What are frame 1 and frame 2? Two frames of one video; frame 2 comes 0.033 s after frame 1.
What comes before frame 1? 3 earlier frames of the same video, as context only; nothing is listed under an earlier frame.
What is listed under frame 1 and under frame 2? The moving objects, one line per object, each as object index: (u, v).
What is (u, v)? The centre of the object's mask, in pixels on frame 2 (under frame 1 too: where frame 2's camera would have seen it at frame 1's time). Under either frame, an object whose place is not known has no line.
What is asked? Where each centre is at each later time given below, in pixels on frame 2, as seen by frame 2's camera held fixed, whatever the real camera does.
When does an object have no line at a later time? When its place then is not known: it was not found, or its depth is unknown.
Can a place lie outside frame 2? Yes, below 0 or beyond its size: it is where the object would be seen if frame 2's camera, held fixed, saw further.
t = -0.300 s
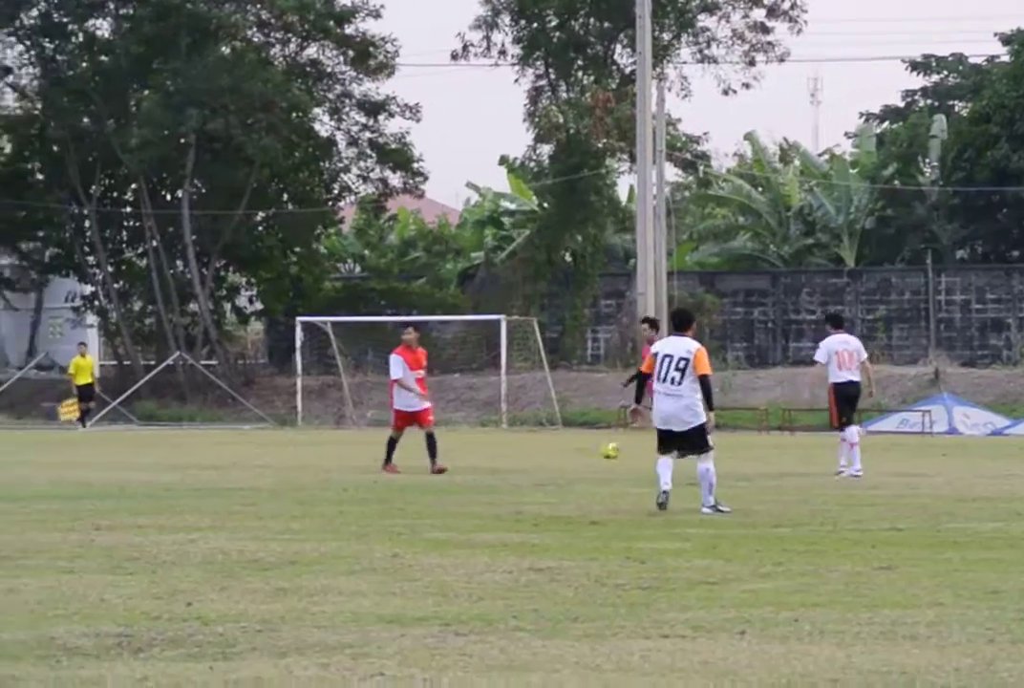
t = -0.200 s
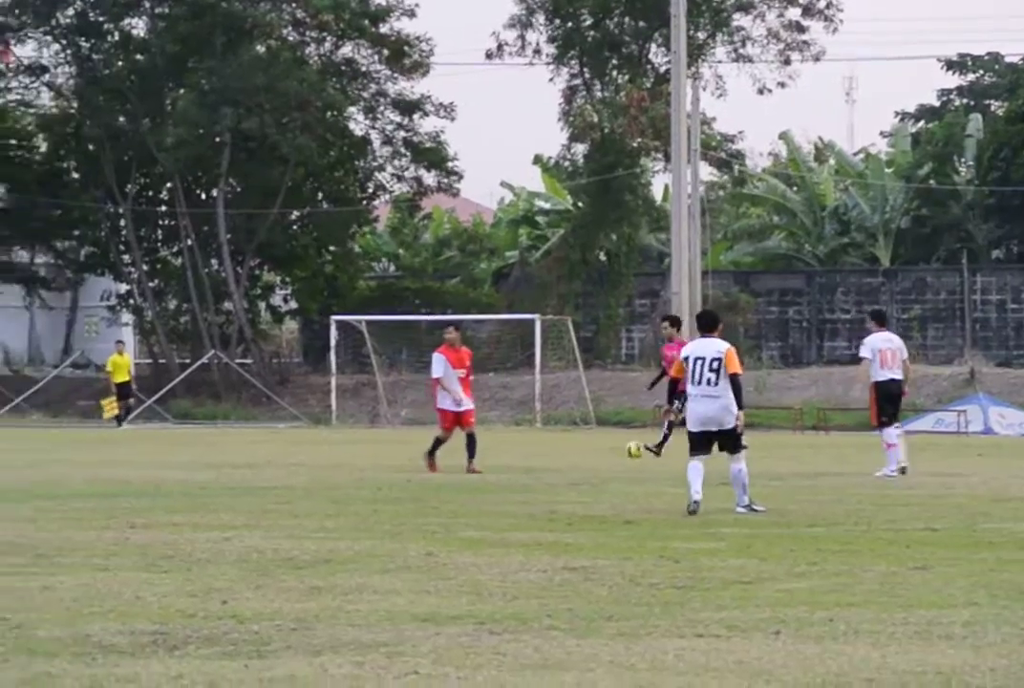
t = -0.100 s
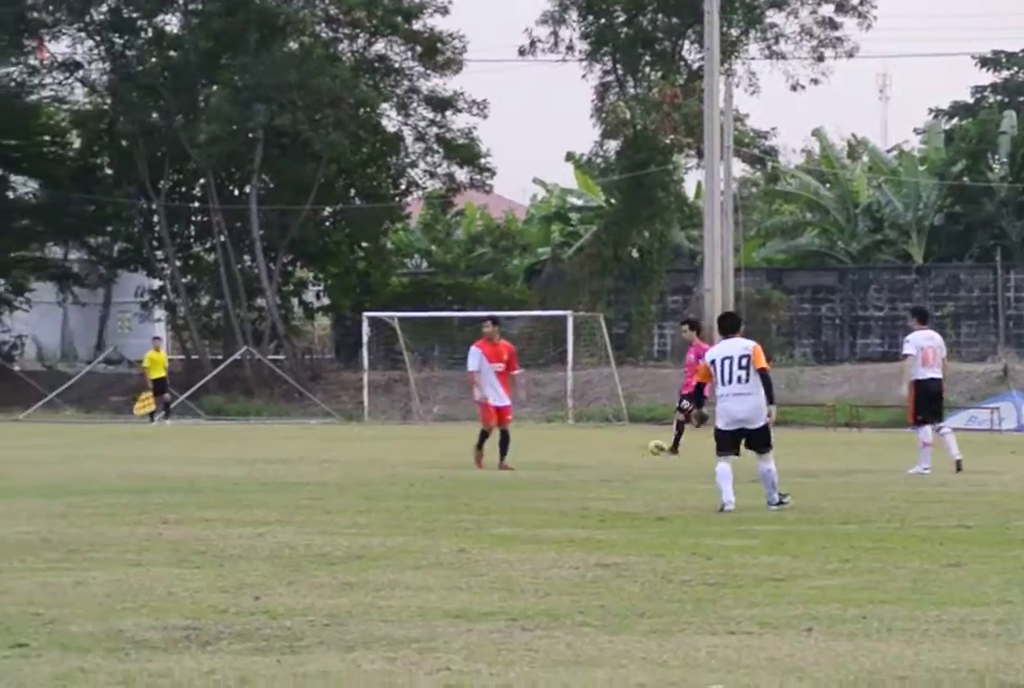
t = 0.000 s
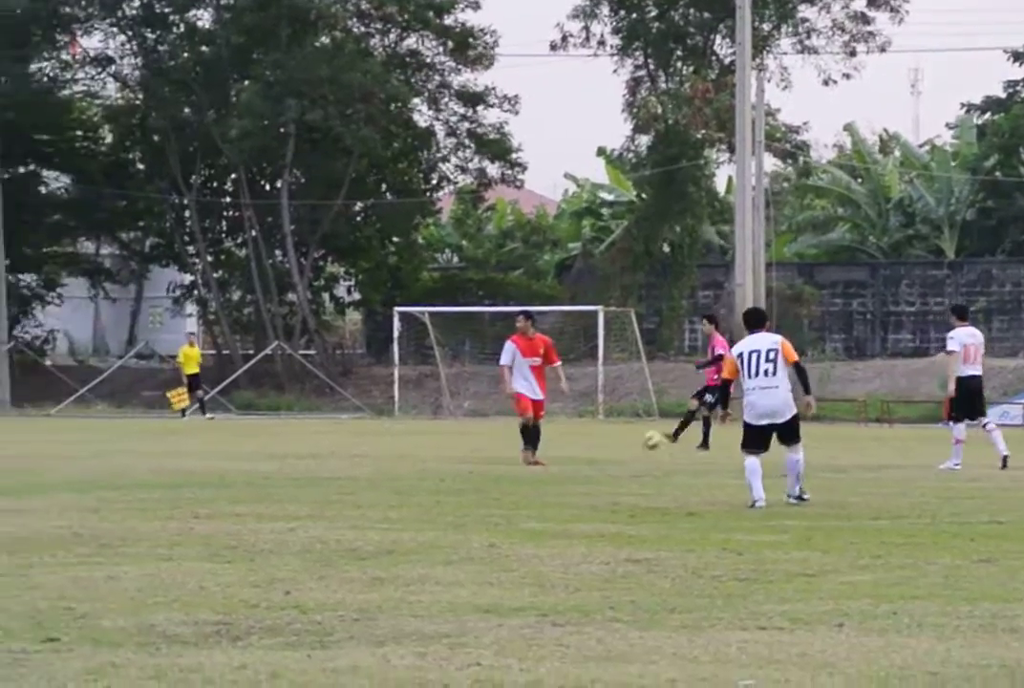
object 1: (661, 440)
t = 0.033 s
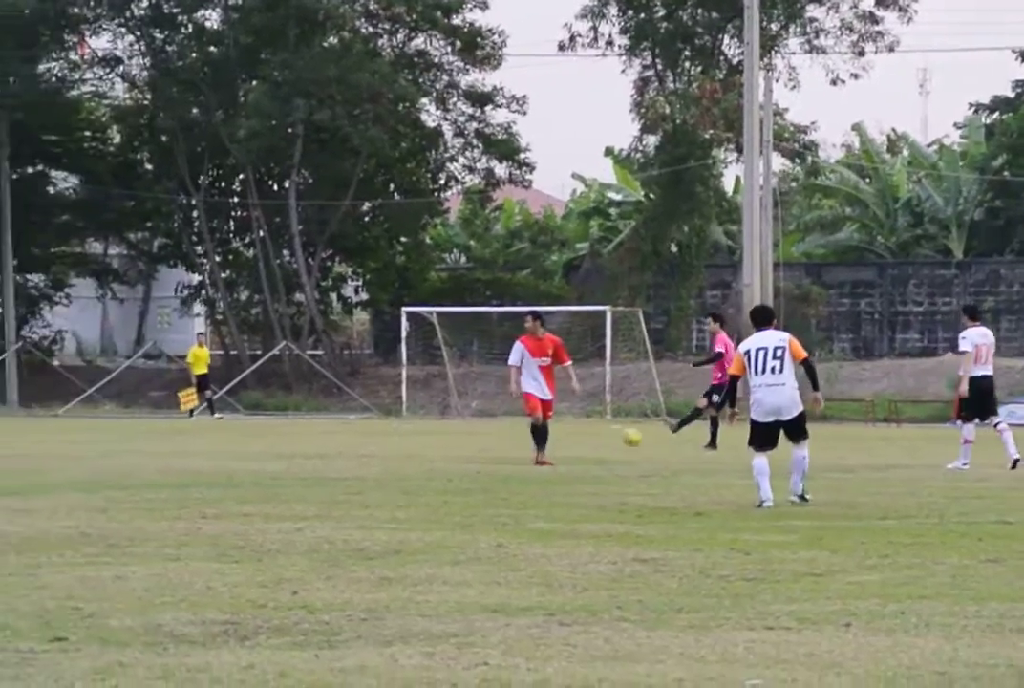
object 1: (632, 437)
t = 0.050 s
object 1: (618, 433)
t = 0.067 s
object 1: (602, 431)
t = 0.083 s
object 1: (589, 430)
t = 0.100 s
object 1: (575, 431)
